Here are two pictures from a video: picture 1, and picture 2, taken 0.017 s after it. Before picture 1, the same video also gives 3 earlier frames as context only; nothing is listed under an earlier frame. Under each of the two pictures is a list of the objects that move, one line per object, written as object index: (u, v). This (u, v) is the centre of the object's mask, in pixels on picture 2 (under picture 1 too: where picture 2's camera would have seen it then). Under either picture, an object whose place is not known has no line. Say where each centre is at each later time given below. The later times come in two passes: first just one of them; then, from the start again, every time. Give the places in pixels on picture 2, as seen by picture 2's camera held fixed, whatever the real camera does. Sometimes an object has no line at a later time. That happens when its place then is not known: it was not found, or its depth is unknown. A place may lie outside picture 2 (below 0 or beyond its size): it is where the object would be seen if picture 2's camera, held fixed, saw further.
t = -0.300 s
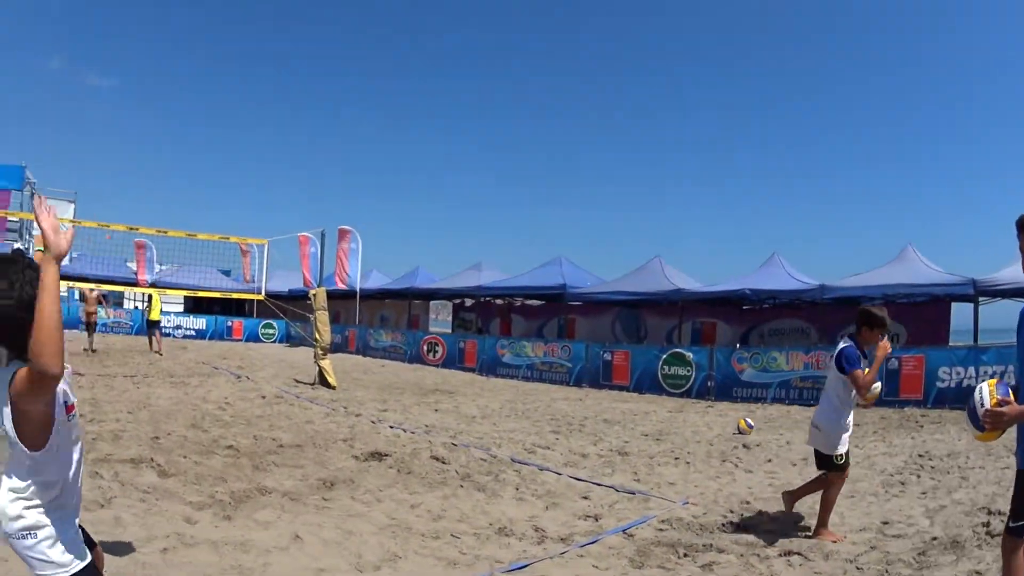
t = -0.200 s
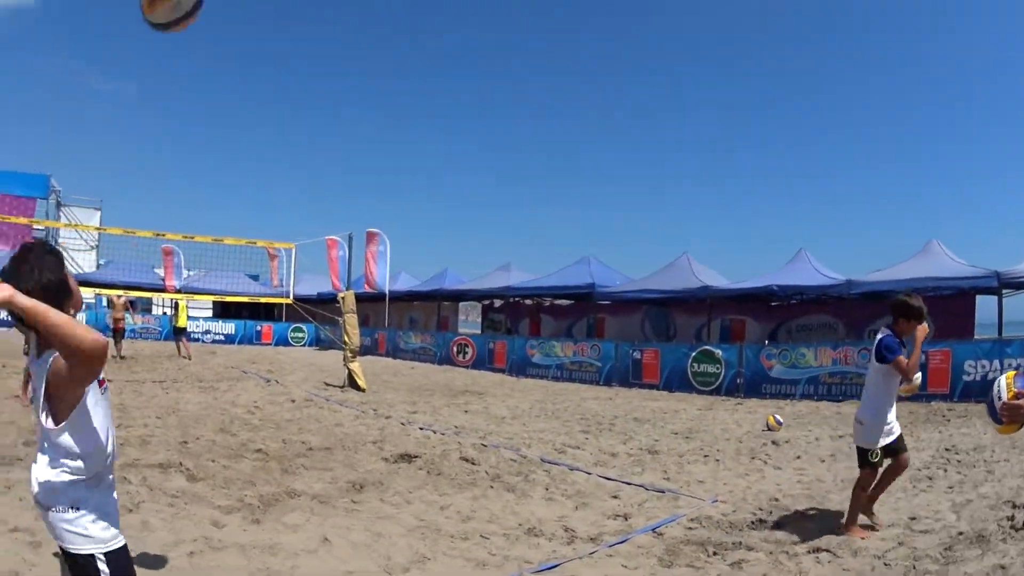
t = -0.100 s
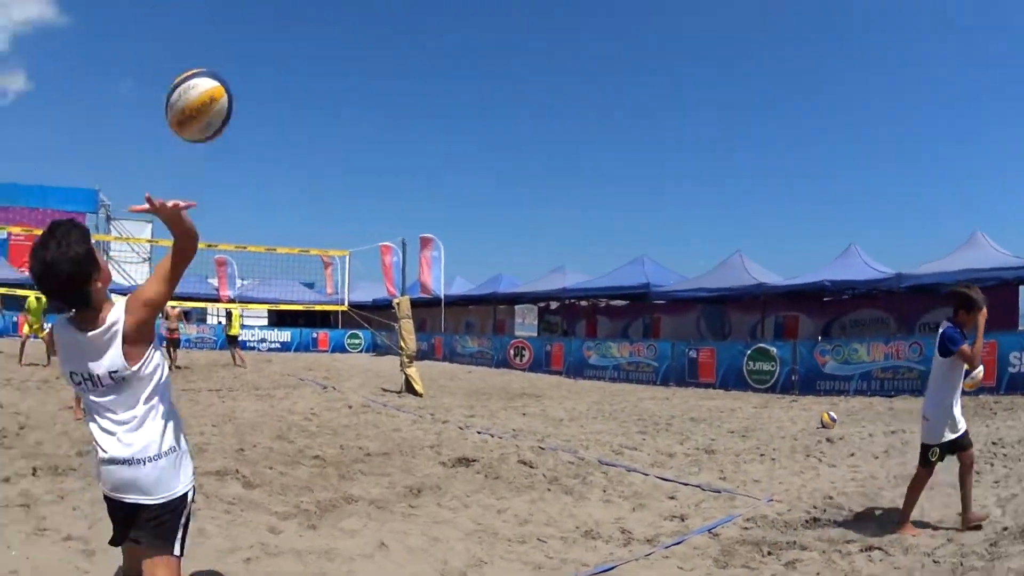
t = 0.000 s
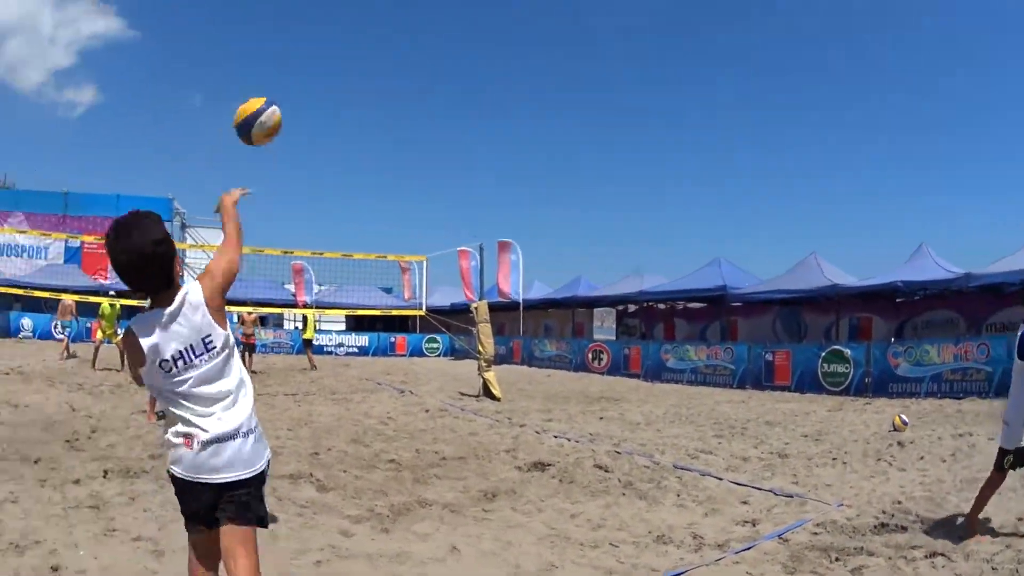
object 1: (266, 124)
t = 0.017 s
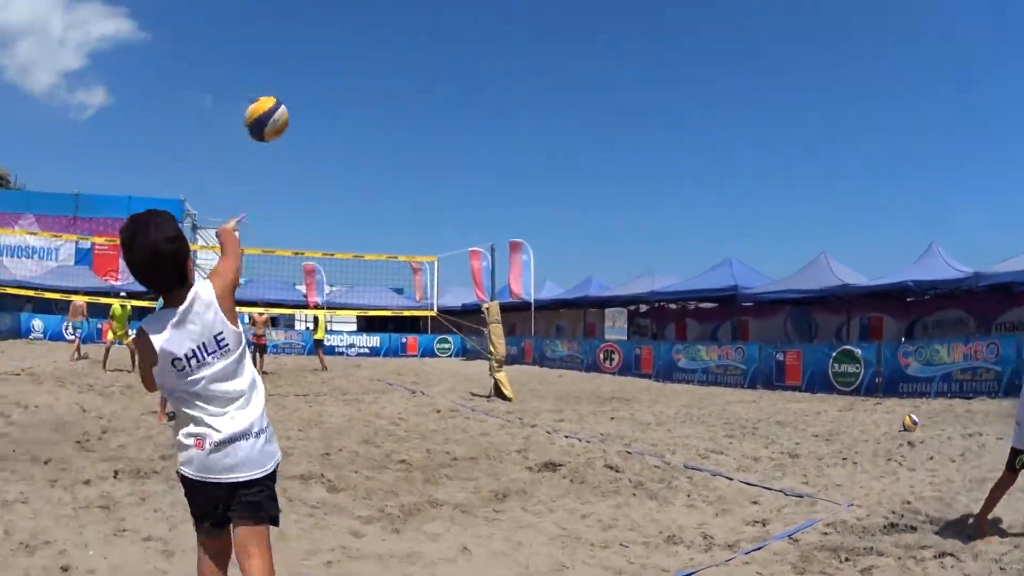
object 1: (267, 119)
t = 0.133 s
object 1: (253, 110)
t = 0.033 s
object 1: (265, 115)
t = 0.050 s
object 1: (262, 112)
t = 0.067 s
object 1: (260, 111)
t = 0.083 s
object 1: (258, 110)
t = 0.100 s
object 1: (257, 110)
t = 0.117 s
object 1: (255, 110)
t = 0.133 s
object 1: (253, 110)
